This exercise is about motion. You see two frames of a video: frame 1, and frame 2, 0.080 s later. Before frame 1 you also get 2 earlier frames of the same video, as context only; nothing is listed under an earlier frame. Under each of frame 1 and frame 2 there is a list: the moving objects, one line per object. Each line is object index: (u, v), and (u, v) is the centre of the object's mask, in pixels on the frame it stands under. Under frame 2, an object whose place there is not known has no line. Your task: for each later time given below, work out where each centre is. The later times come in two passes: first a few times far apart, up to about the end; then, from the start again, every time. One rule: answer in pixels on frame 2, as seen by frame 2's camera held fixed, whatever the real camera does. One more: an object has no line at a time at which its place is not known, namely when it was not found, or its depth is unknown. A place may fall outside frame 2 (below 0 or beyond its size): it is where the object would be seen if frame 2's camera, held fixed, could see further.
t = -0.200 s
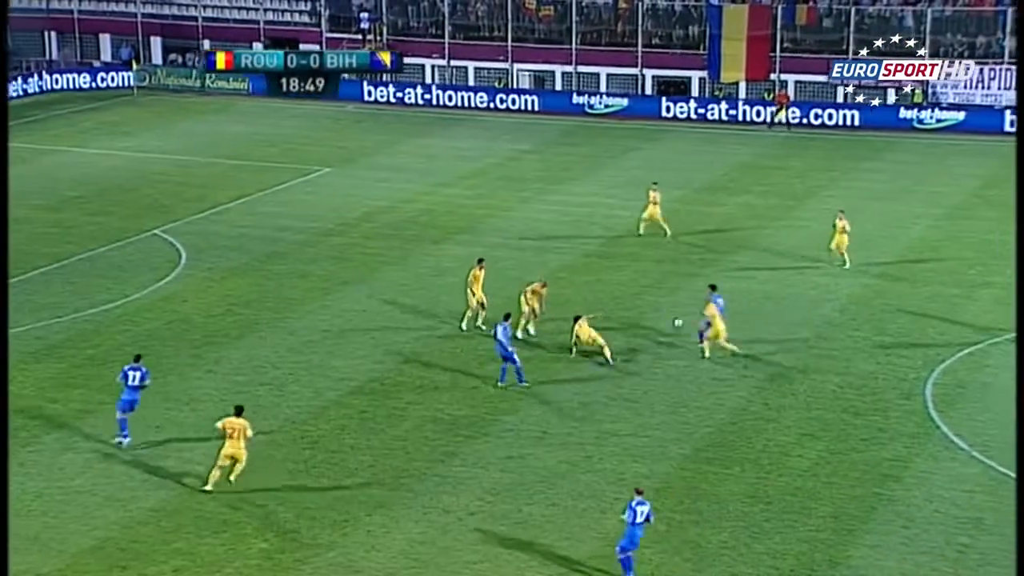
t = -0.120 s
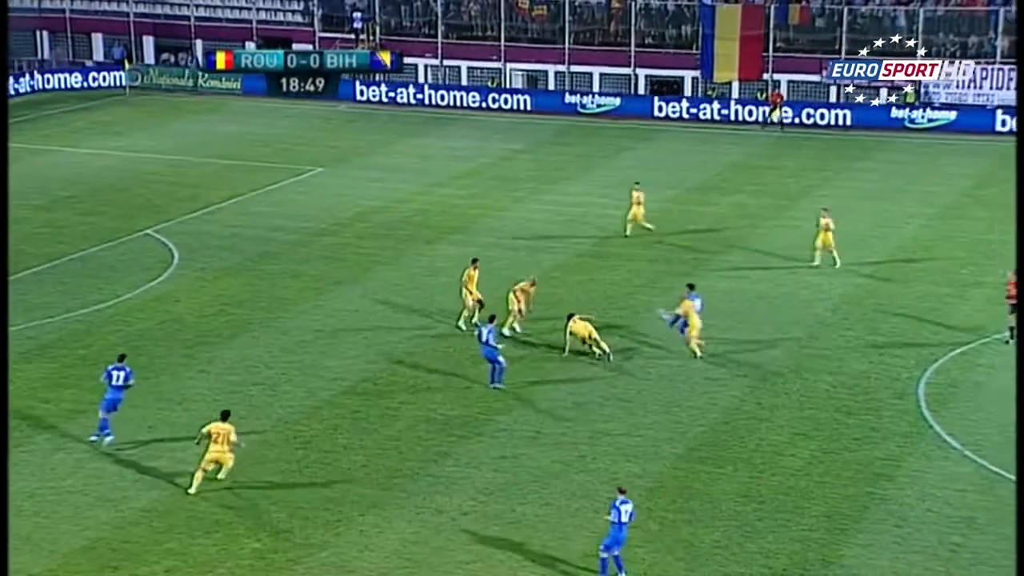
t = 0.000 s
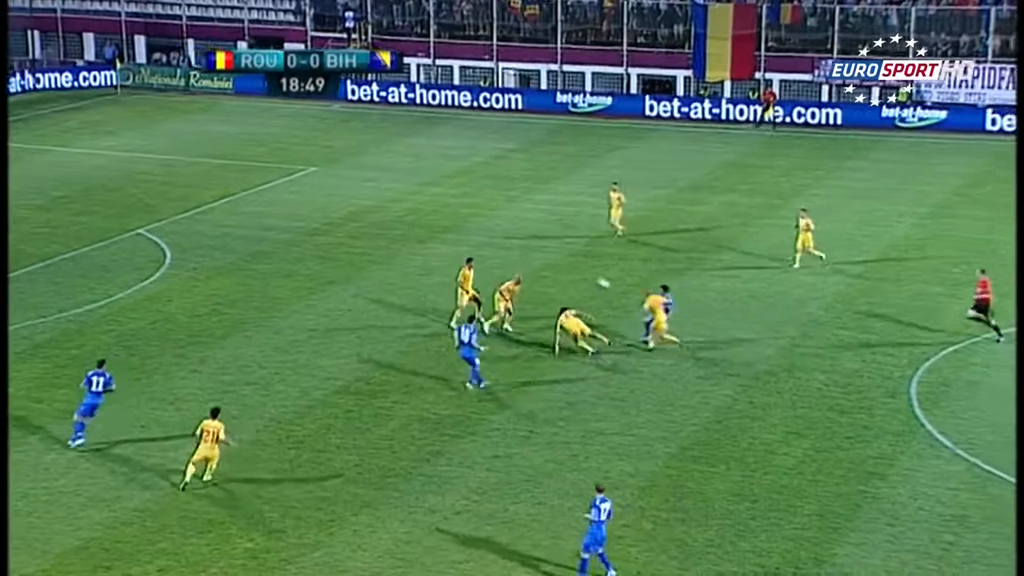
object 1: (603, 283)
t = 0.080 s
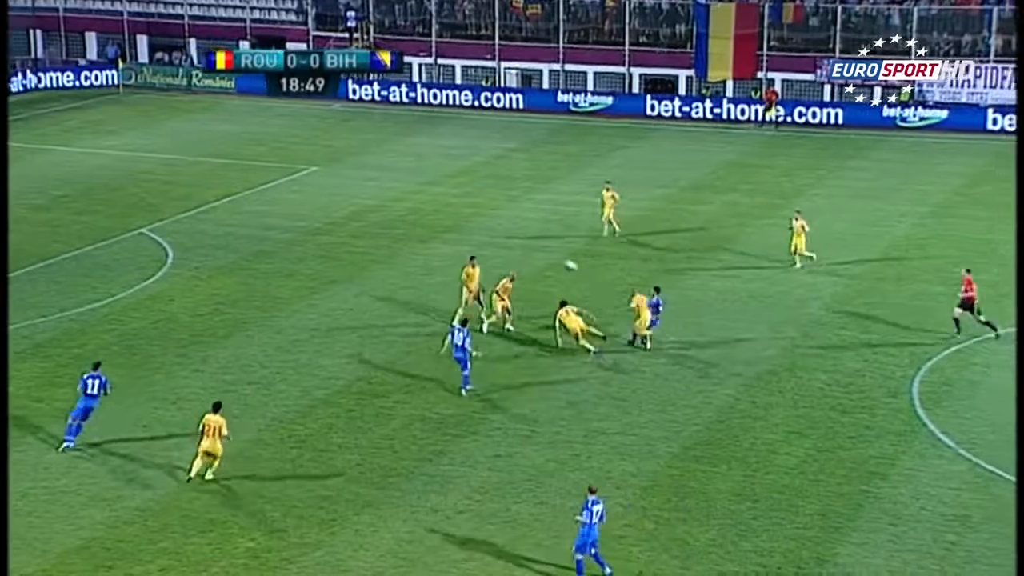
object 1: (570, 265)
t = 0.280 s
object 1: (485, 230)
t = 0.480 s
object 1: (402, 211)
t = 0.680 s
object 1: (320, 205)
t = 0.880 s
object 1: (239, 214)
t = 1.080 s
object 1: (158, 239)
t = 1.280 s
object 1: (76, 278)
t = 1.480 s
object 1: (-5, 332)
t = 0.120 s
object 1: (553, 257)
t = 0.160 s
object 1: (536, 249)
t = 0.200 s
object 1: (518, 242)
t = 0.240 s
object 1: (501, 236)
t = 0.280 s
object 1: (485, 230)
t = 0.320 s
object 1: (468, 225)
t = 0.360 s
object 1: (451, 221)
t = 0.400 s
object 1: (435, 217)
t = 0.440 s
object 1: (418, 213)
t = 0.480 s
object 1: (402, 211)
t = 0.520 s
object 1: (385, 209)
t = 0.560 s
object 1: (369, 207)
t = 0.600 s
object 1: (353, 206)
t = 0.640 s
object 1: (336, 205)
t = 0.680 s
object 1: (320, 205)
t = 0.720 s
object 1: (305, 206)
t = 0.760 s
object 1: (287, 207)
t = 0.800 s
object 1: (271, 209)
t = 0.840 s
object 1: (254, 211)
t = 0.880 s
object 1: (239, 214)
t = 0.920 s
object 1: (222, 219)
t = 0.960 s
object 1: (206, 223)
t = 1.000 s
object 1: (189, 227)
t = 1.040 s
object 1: (173, 232)
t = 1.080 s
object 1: (158, 239)
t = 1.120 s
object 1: (141, 246)
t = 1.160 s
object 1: (125, 253)
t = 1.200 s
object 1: (109, 261)
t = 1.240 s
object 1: (92, 268)
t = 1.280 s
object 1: (76, 278)
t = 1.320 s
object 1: (60, 287)
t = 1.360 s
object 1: (44, 296)
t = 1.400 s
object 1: (28, 308)
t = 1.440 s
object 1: (12, 319)
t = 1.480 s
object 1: (-5, 332)
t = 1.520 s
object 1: (-21, 343)
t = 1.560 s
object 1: (-36, 356)
